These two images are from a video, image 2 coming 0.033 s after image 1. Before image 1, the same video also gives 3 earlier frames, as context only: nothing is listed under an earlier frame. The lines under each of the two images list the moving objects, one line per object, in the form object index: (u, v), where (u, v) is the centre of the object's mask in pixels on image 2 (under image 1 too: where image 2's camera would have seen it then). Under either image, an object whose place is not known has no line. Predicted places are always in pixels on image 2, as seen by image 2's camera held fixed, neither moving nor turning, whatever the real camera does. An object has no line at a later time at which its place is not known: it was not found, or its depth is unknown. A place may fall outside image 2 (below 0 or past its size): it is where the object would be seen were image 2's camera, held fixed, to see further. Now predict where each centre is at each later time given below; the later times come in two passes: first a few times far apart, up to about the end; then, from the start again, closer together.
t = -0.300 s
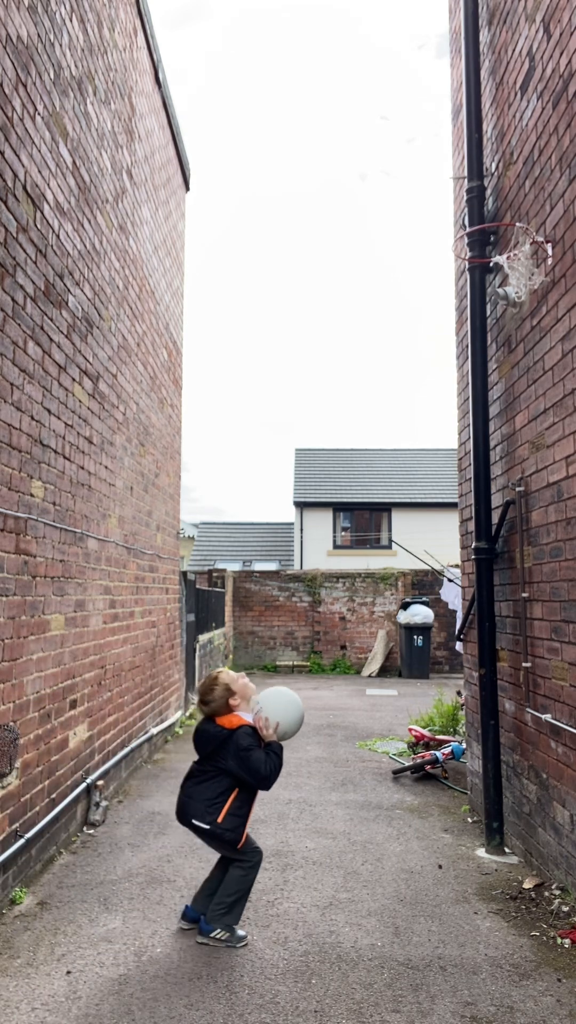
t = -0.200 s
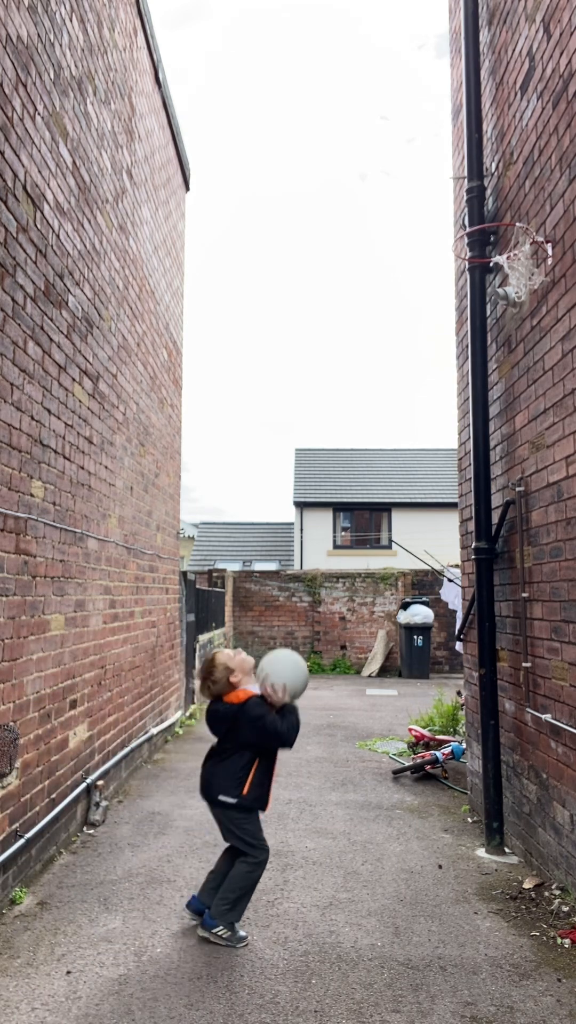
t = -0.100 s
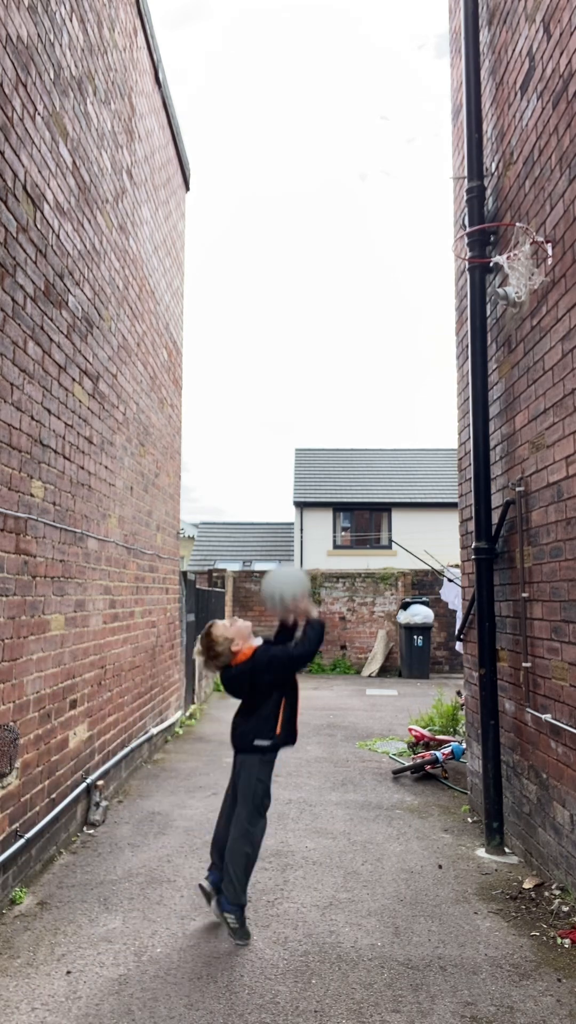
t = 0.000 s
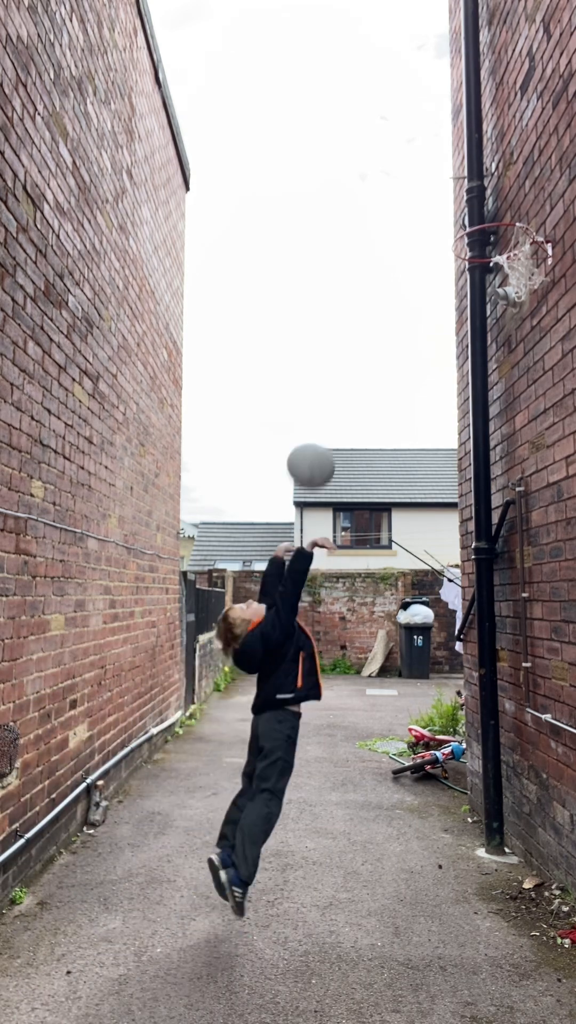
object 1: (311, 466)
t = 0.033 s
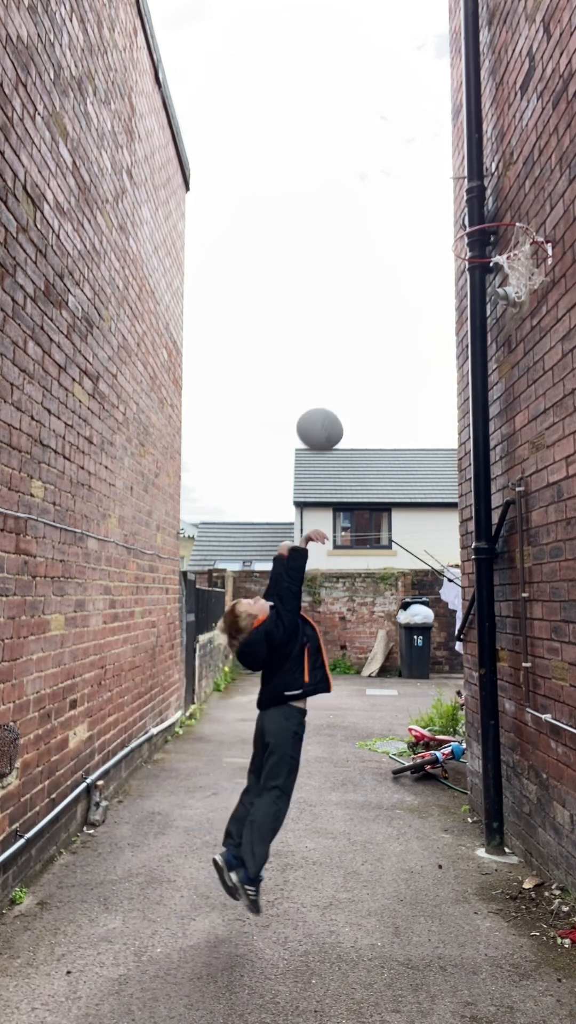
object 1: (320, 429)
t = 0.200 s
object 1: (363, 289)
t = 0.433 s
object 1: (418, 198)
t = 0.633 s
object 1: (464, 203)
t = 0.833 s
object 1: (489, 236)
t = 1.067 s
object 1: (486, 272)
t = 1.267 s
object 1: (487, 378)
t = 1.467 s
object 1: (490, 550)
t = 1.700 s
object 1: (497, 842)
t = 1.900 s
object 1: (479, 685)
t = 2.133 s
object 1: (459, 620)
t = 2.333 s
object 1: (441, 644)
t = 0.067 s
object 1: (329, 396)
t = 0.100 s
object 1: (338, 365)
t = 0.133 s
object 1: (346, 337)
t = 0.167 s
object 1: (355, 312)
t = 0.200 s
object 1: (363, 289)
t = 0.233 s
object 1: (371, 269)
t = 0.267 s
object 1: (379, 252)
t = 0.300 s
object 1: (387, 236)
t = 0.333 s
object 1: (395, 223)
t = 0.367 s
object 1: (403, 212)
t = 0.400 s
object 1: (410, 204)
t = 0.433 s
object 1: (418, 198)
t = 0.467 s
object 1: (426, 194)
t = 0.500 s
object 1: (434, 192)
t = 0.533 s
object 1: (442, 192)
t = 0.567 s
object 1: (449, 194)
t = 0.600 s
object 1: (457, 198)
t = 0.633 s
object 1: (464, 203)
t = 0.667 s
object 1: (471, 209)
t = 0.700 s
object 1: (478, 221)
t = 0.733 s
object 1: (485, 234)
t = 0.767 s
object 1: (489, 241)
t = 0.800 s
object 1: (489, 238)
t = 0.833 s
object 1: (489, 236)
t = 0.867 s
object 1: (489, 235)
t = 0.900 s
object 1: (489, 237)
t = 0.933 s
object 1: (489, 239)
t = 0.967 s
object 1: (487, 243)
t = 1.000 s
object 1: (486, 251)
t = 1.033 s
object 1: (486, 261)
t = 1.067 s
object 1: (486, 272)
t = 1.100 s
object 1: (487, 285)
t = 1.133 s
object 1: (487, 300)
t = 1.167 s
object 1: (487, 316)
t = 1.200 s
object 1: (487, 335)
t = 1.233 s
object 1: (487, 356)
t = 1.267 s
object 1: (487, 378)
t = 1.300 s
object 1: (487, 401)
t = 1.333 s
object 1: (488, 427)
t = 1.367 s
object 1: (489, 455)
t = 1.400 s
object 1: (489, 485)
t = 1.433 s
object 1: (490, 517)
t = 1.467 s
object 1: (490, 550)
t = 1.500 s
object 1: (491, 585)
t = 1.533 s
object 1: (491, 622)
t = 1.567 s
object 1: (492, 661)
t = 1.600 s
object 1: (493, 703)
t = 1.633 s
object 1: (494, 747)
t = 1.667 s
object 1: (495, 794)
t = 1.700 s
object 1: (497, 842)
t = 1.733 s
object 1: (494, 819)
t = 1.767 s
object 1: (491, 782)
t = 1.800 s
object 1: (488, 748)
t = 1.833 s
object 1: (485, 721)
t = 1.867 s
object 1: (482, 702)
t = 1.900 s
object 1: (479, 685)
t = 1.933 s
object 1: (476, 671)
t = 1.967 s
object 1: (473, 657)
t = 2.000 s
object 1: (470, 646)
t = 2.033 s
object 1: (467, 636)
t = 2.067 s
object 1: (464, 628)
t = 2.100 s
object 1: (461, 623)
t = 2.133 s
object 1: (459, 620)
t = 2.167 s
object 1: (456, 619)
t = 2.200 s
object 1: (453, 619)
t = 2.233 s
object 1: (450, 622)
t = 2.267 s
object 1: (447, 627)
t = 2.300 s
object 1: (444, 635)
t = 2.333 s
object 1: (441, 644)
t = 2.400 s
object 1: (435, 668)
